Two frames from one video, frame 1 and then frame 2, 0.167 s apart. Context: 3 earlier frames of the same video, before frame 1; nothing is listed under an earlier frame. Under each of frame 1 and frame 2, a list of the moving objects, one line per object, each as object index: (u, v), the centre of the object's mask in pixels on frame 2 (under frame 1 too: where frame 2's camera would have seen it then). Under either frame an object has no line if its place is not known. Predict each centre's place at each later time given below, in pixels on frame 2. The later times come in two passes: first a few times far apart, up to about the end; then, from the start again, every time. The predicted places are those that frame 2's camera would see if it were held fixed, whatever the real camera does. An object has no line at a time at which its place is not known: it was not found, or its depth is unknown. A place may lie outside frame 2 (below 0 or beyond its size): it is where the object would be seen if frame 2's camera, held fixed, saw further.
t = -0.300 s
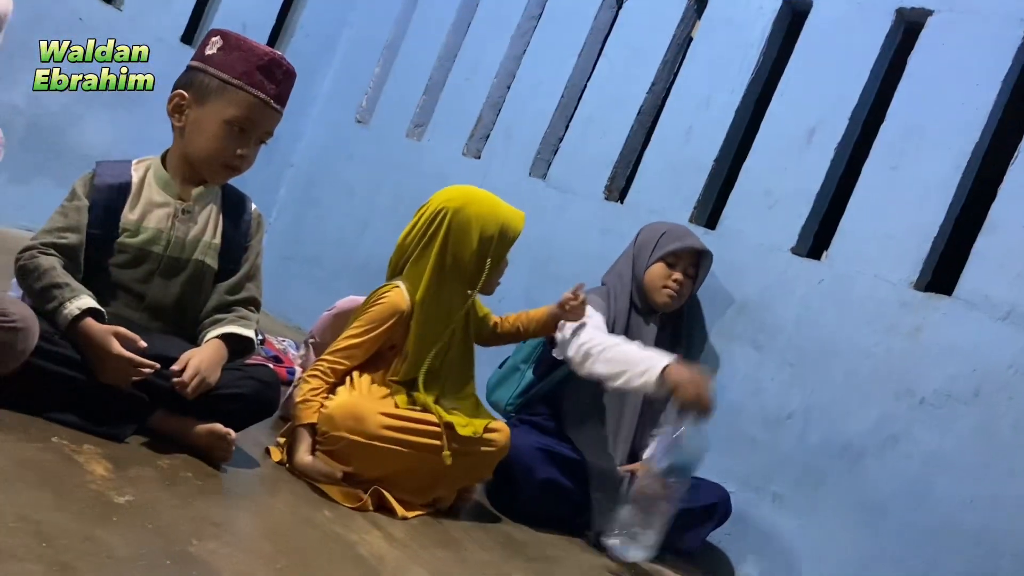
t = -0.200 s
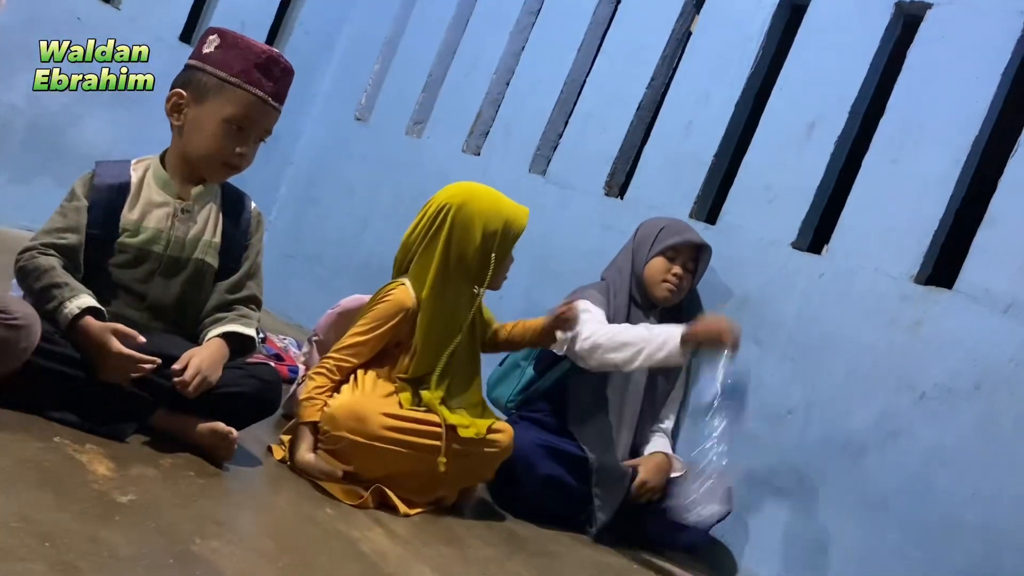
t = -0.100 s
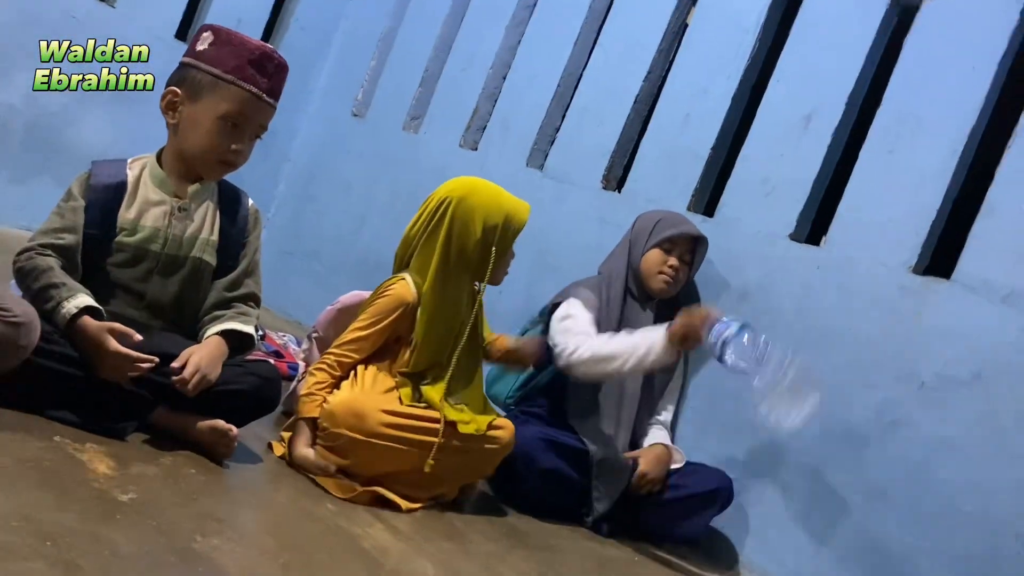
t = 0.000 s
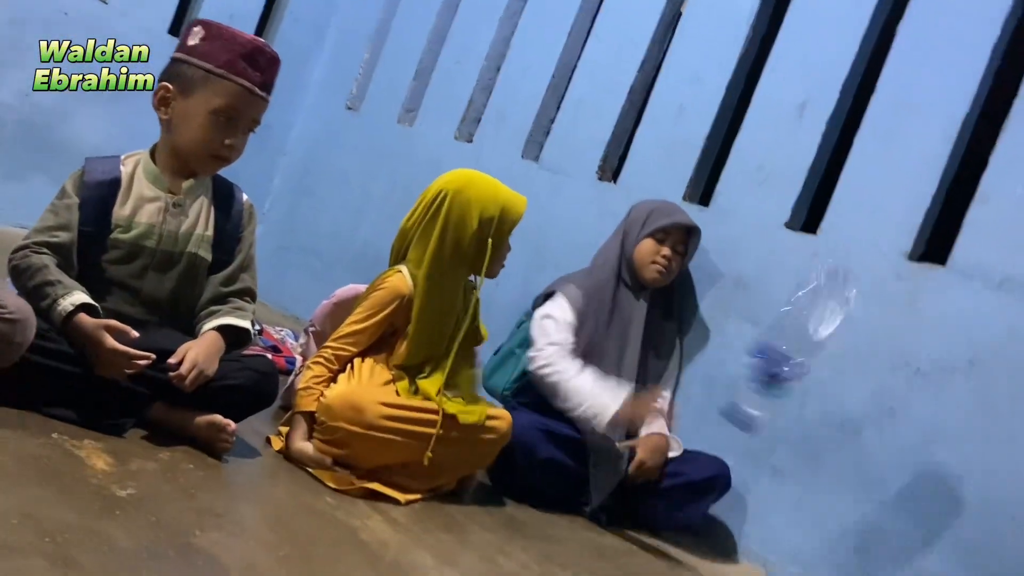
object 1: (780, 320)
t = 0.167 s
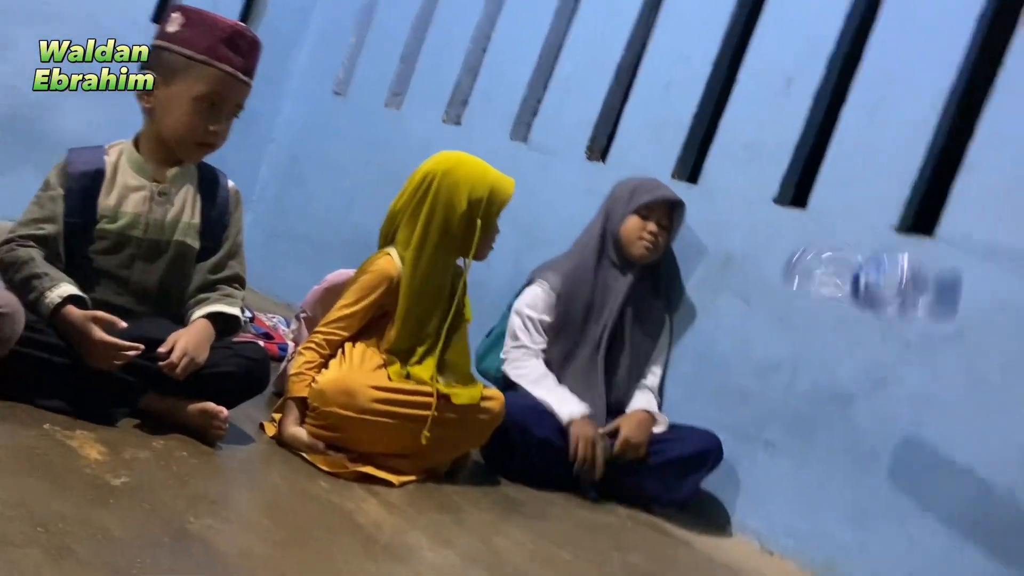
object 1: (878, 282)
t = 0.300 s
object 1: (828, 361)
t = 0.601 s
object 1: (761, 518)
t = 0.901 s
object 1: (767, 518)
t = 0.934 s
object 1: (769, 519)
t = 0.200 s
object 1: (870, 283)
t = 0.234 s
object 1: (858, 298)
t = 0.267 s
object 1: (845, 325)
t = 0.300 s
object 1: (828, 361)
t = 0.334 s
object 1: (809, 405)
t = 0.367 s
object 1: (791, 452)
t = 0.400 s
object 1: (768, 511)
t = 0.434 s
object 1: (762, 524)
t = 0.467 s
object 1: (763, 522)
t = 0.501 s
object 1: (763, 520)
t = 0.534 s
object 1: (762, 518)
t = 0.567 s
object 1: (762, 517)
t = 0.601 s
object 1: (761, 518)
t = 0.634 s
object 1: (760, 517)
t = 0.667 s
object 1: (760, 518)
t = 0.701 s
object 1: (758, 516)
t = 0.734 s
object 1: (758, 516)
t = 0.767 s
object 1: (759, 515)
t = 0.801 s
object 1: (761, 516)
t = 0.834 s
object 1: (762, 517)
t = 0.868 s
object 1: (765, 518)
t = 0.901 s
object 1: (767, 518)
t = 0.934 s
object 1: (769, 519)
